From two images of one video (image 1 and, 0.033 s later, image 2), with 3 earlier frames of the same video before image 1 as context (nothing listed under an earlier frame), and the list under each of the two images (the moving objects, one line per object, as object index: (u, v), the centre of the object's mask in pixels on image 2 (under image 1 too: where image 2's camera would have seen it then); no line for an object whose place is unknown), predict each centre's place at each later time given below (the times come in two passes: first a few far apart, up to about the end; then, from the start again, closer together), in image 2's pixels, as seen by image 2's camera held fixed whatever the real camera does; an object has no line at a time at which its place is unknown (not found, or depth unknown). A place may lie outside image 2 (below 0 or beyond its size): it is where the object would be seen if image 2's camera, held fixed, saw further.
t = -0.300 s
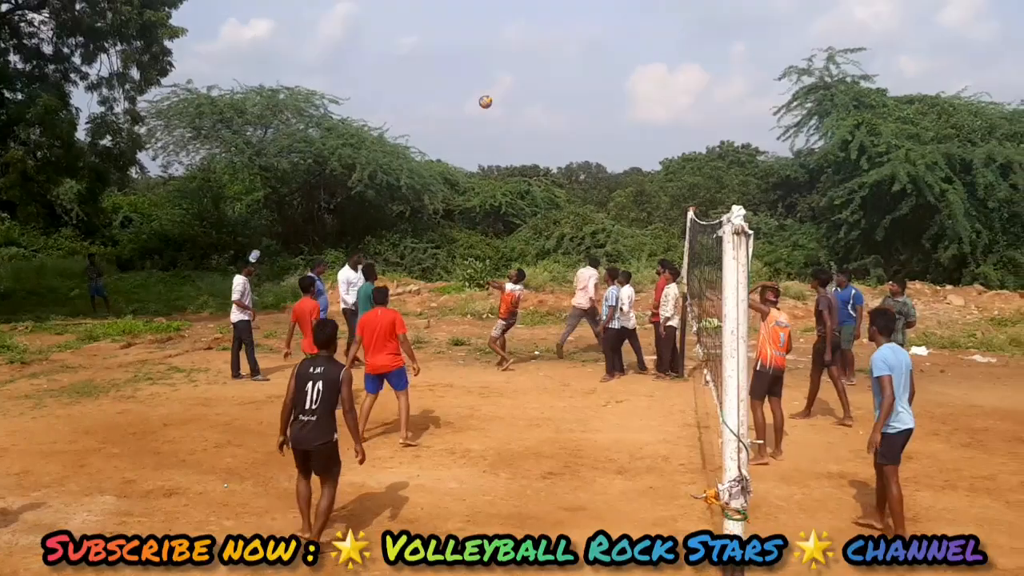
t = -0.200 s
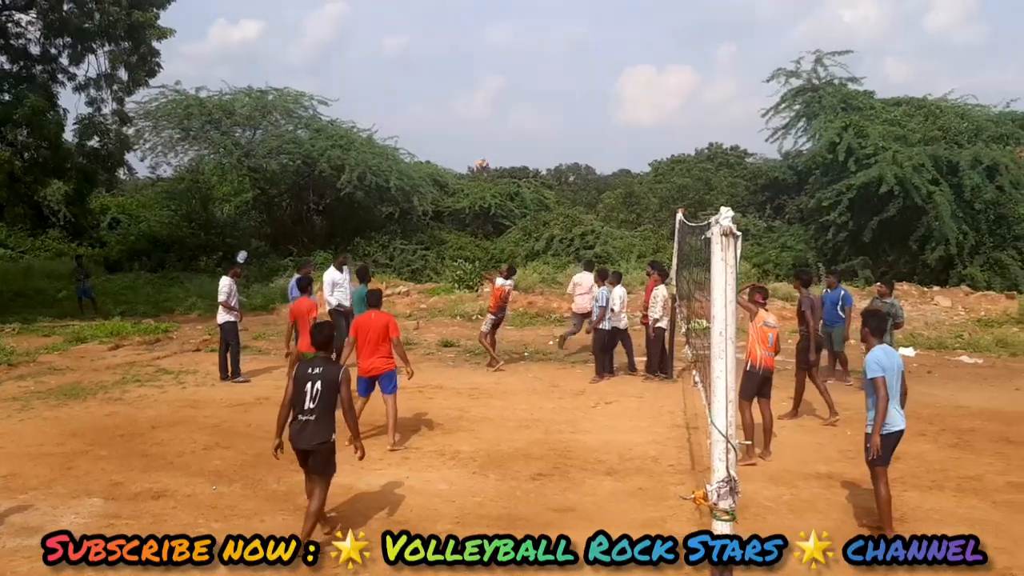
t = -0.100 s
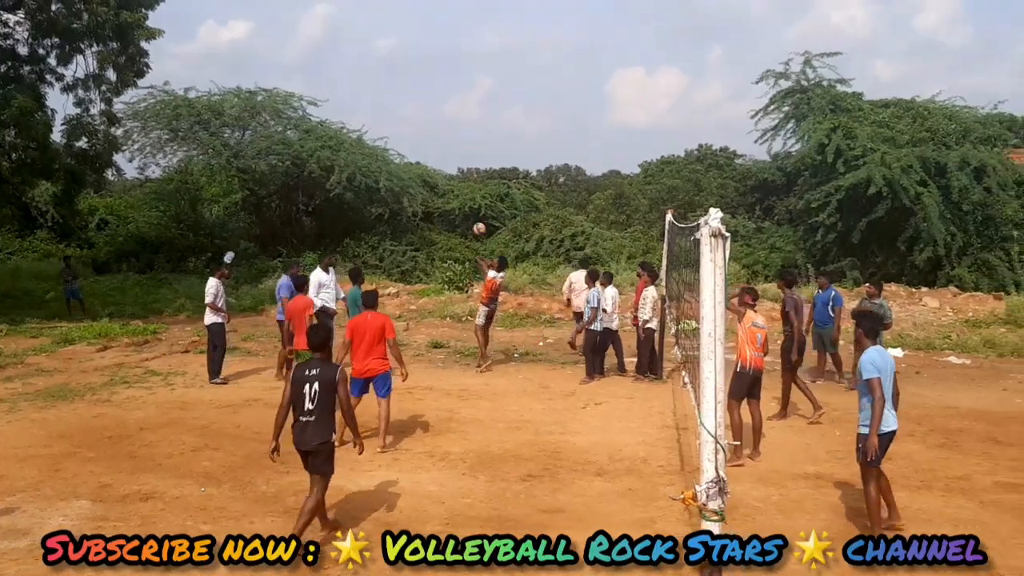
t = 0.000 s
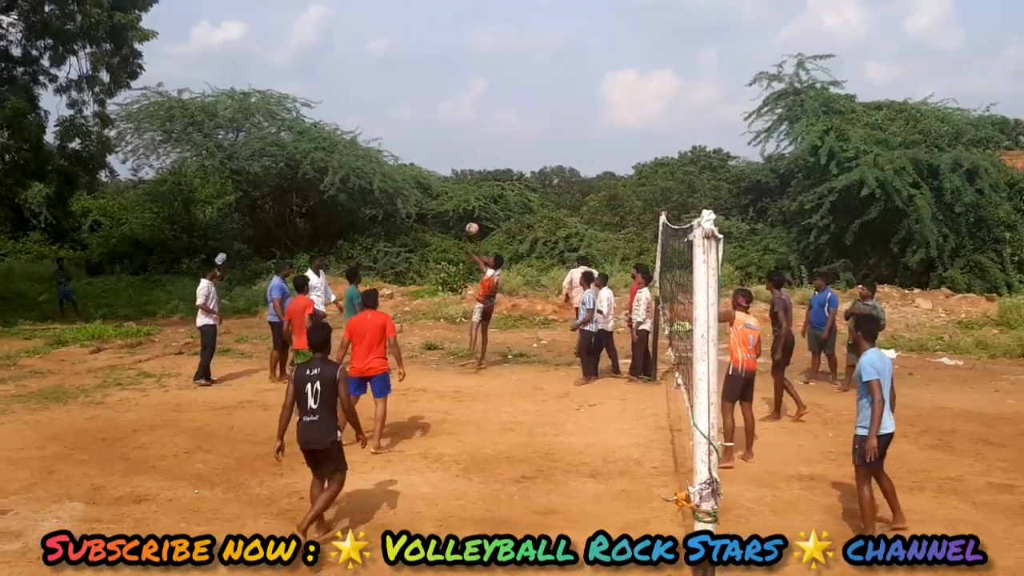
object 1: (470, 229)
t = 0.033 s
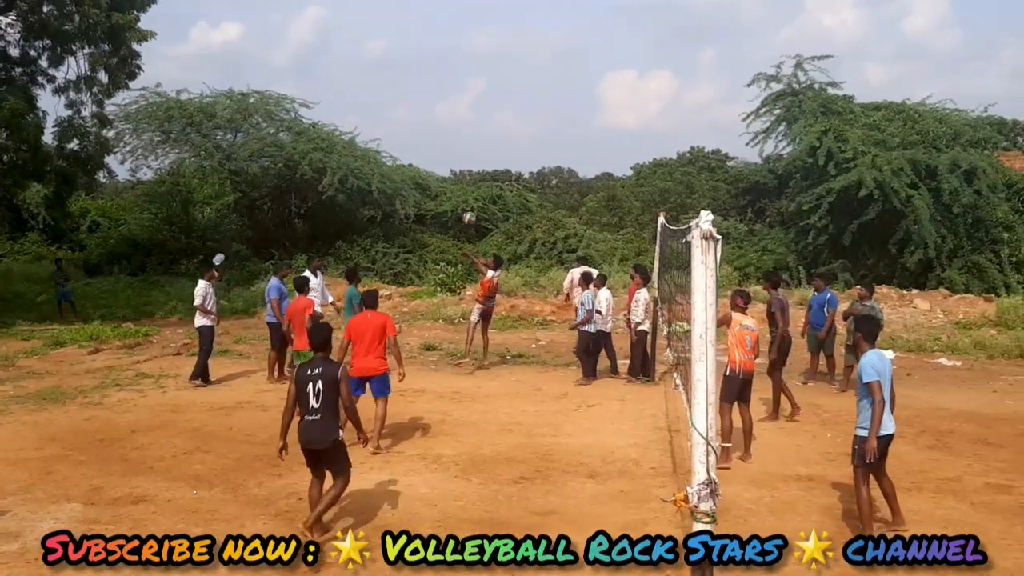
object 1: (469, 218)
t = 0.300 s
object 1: (451, 147)
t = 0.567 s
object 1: (430, 115)
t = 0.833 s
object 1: (404, 137)
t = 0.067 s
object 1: (467, 208)
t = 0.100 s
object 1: (465, 197)
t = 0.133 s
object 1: (461, 187)
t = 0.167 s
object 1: (460, 176)
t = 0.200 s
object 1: (457, 170)
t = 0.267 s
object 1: (454, 154)
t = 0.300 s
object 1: (451, 147)
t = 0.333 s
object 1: (449, 140)
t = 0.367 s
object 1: (446, 135)
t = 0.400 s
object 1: (444, 130)
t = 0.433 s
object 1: (441, 125)
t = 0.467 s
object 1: (439, 122)
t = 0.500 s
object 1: (436, 119)
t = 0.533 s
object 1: (433, 117)
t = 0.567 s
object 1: (430, 115)
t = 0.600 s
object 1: (427, 115)
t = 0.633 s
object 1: (424, 115)
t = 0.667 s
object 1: (421, 116)
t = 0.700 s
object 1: (418, 118)
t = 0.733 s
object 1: (415, 122)
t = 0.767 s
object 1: (411, 125)
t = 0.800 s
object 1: (408, 130)
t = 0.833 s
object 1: (404, 137)
